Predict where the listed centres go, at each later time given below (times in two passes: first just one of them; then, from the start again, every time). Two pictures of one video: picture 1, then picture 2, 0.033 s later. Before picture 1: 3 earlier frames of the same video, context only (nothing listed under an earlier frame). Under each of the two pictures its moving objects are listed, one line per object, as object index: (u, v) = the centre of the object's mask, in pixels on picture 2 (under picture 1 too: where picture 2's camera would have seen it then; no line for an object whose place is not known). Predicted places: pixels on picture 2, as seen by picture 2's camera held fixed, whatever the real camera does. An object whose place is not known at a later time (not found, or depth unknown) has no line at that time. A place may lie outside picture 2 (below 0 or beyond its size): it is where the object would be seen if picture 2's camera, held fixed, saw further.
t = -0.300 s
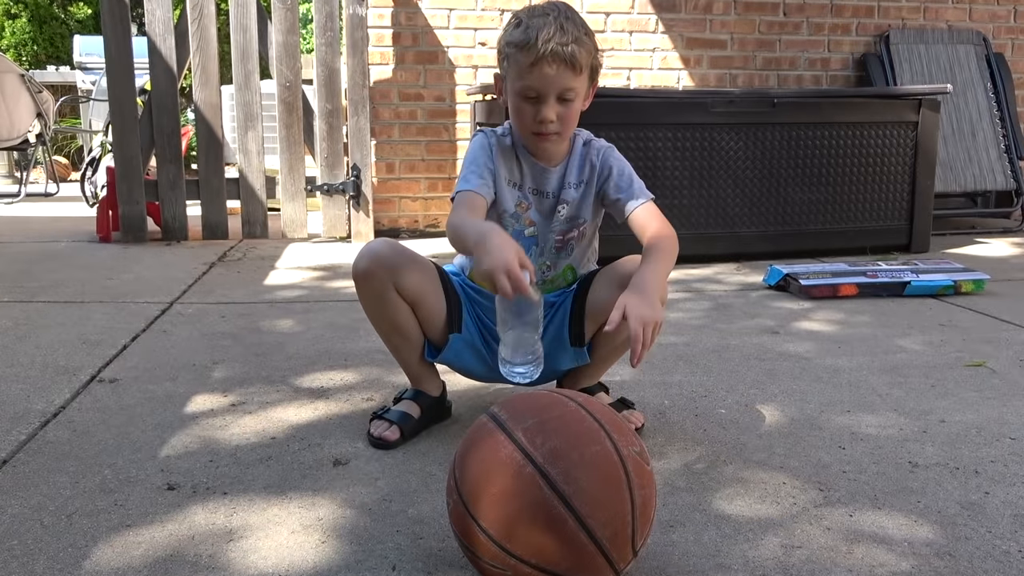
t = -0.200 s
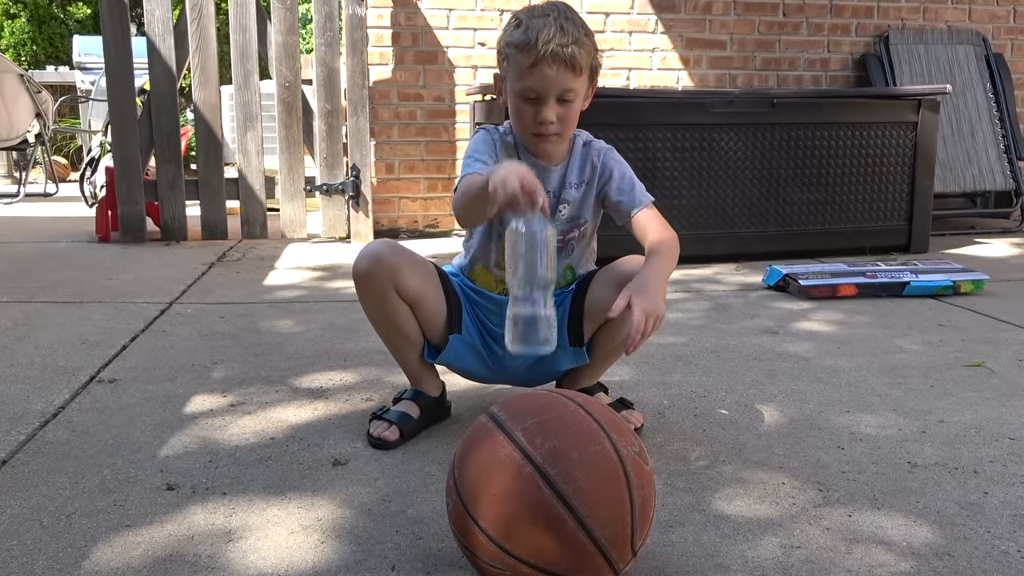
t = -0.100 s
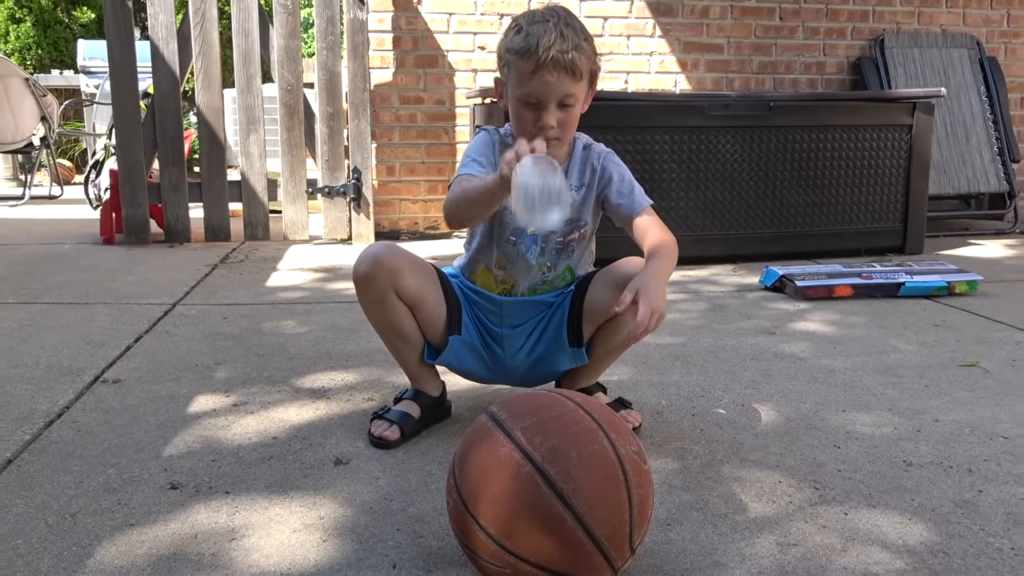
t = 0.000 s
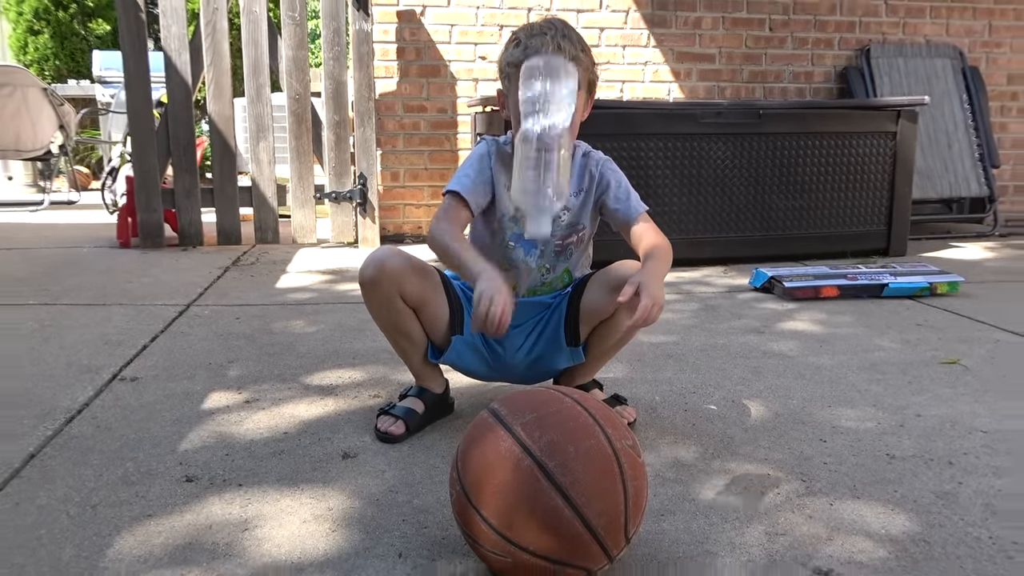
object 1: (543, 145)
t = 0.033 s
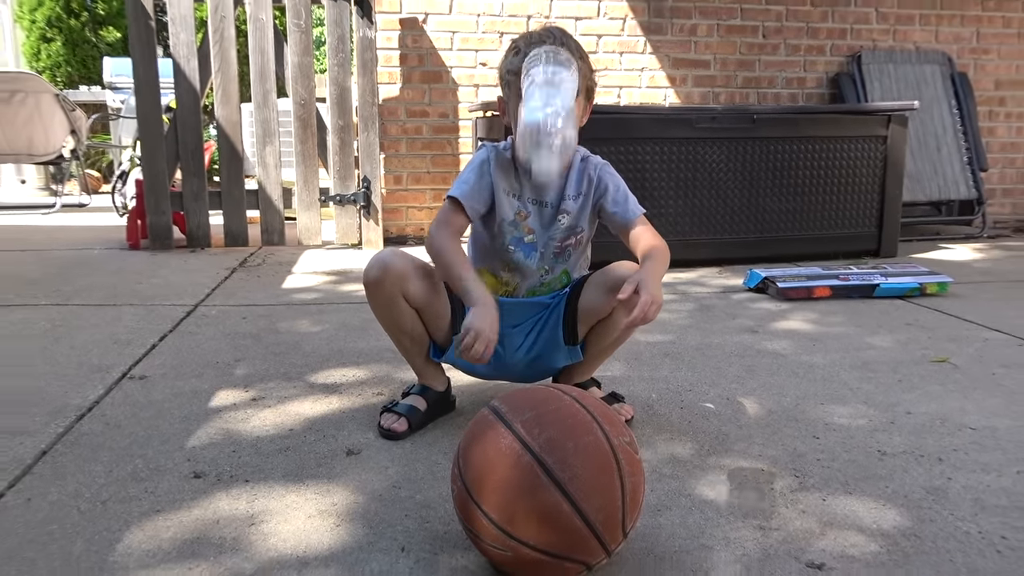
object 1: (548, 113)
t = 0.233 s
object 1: (560, 167)
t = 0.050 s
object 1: (550, 97)
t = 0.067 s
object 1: (552, 83)
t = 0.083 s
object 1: (553, 72)
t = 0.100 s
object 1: (554, 68)
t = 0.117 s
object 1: (555, 64)
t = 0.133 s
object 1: (556, 67)
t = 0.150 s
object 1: (557, 75)
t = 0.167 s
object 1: (558, 88)
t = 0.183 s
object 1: (559, 104)
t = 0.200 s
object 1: (559, 122)
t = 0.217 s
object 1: (560, 143)
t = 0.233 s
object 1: (560, 167)
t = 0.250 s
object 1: (561, 192)
